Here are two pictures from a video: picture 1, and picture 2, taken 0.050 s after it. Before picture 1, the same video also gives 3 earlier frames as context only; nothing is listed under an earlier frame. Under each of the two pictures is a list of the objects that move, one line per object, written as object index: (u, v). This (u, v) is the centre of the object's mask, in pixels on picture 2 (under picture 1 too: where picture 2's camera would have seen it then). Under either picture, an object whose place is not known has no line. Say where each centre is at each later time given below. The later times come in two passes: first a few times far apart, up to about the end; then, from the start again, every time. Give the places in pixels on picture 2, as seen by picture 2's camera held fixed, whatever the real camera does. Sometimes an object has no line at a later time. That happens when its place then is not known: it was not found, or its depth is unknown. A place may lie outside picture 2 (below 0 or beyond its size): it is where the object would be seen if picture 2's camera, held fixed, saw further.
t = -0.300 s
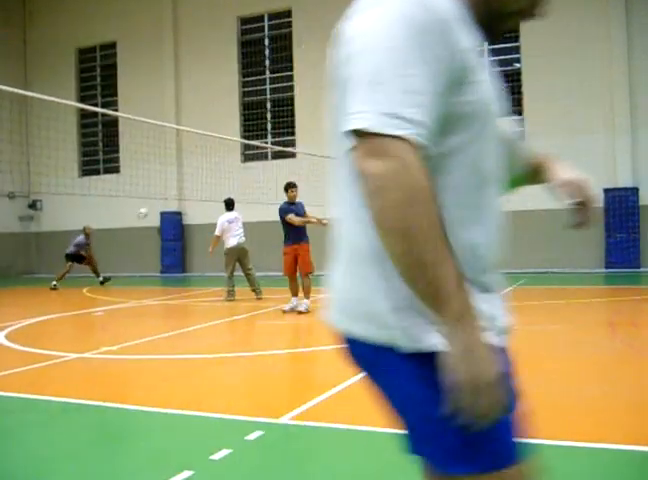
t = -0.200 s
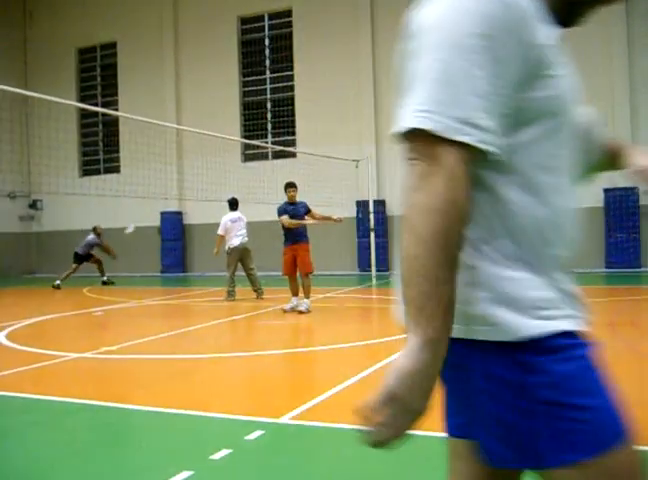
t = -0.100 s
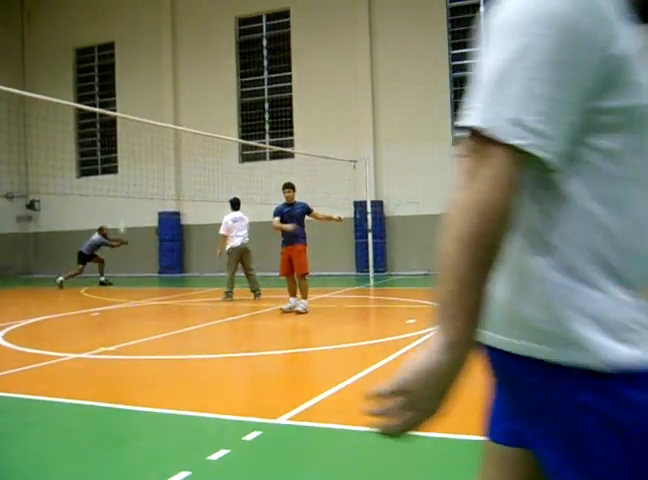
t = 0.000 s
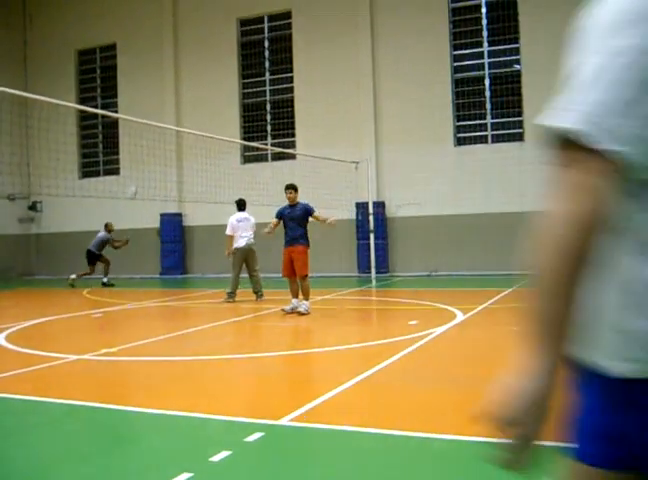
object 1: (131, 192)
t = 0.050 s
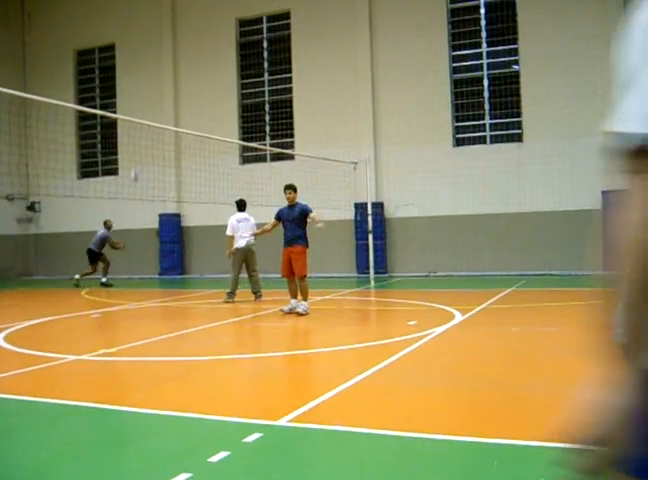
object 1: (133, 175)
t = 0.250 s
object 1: (150, 116)
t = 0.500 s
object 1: (172, 65)
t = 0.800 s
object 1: (199, 40)
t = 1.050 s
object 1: (226, 49)
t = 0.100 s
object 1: (138, 159)
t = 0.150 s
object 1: (142, 143)
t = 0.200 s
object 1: (146, 129)
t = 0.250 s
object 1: (150, 116)
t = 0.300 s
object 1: (154, 105)
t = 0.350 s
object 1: (158, 93)
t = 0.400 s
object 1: (162, 83)
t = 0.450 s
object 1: (166, 74)
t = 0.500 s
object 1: (172, 65)
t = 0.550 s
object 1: (176, 59)
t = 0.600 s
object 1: (180, 53)
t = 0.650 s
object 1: (185, 47)
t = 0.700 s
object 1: (190, 44)
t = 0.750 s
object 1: (194, 42)
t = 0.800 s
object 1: (199, 40)
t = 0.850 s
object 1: (205, 39)
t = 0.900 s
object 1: (210, 39)
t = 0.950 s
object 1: (215, 40)
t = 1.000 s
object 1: (220, 45)
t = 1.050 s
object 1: (226, 49)
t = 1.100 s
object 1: (232, 55)
